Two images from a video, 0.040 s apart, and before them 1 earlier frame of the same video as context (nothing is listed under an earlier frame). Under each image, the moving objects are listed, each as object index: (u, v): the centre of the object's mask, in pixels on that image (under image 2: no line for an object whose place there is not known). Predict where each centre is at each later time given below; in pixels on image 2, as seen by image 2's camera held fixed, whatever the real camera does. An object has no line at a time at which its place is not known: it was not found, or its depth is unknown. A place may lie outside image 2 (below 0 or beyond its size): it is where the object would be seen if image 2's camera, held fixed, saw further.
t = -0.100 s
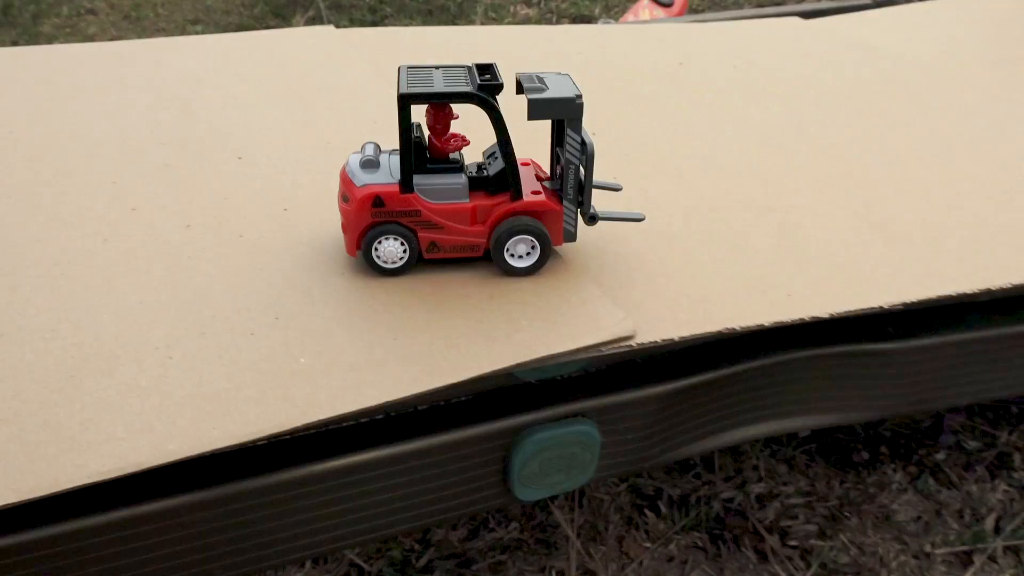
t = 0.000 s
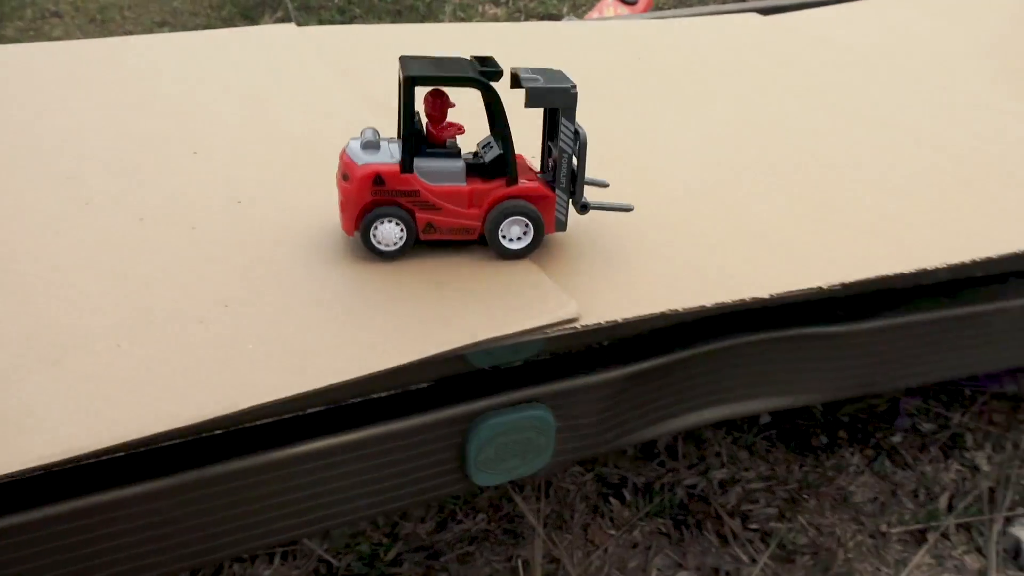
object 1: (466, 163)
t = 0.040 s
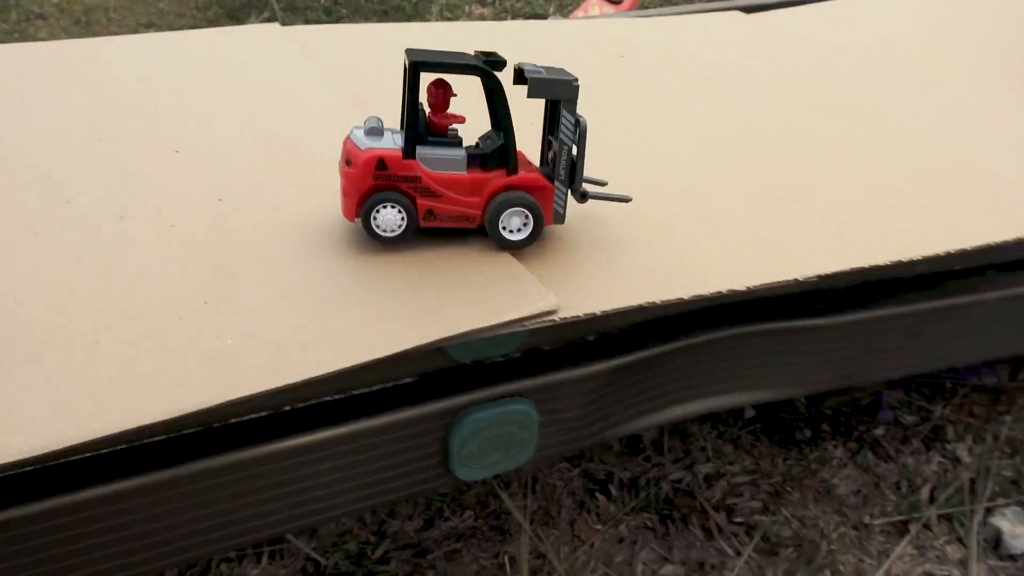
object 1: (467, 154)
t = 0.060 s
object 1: (477, 156)
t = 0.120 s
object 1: (507, 159)
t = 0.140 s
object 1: (517, 158)
